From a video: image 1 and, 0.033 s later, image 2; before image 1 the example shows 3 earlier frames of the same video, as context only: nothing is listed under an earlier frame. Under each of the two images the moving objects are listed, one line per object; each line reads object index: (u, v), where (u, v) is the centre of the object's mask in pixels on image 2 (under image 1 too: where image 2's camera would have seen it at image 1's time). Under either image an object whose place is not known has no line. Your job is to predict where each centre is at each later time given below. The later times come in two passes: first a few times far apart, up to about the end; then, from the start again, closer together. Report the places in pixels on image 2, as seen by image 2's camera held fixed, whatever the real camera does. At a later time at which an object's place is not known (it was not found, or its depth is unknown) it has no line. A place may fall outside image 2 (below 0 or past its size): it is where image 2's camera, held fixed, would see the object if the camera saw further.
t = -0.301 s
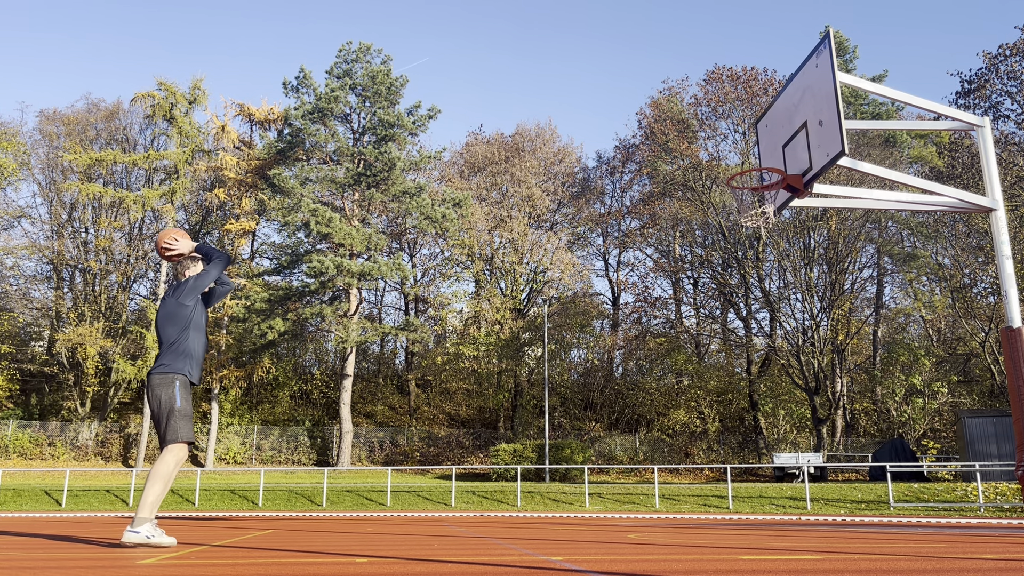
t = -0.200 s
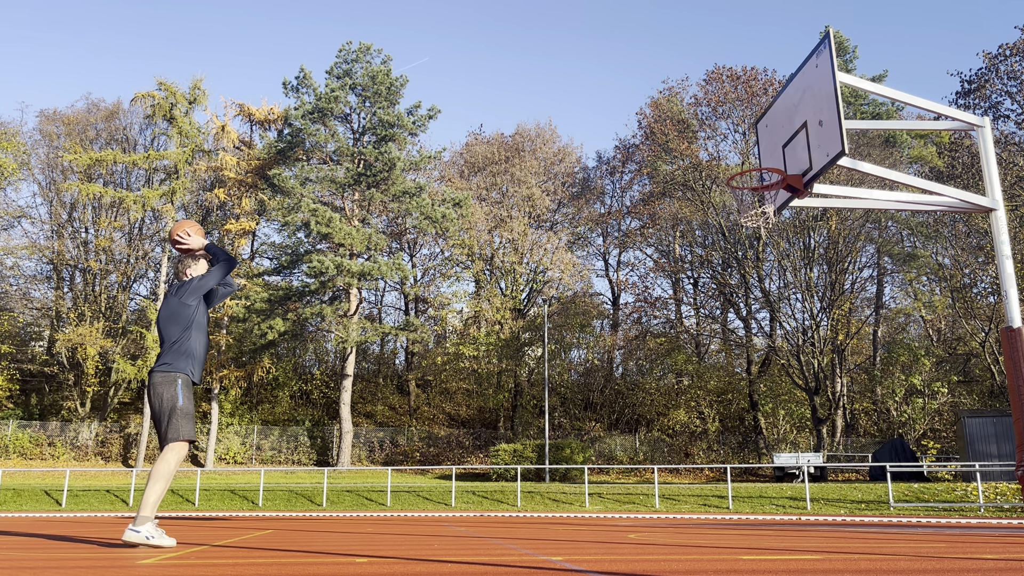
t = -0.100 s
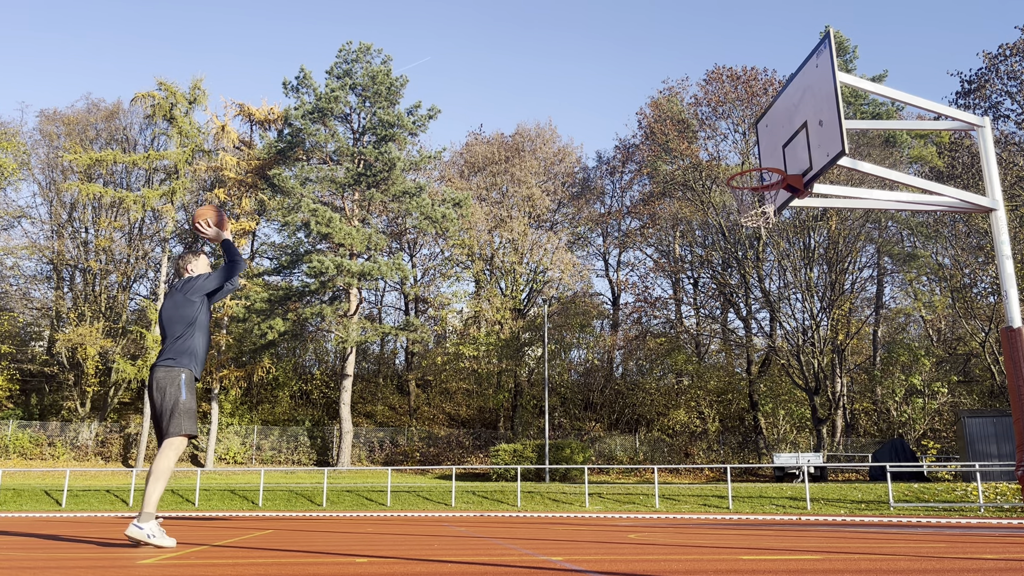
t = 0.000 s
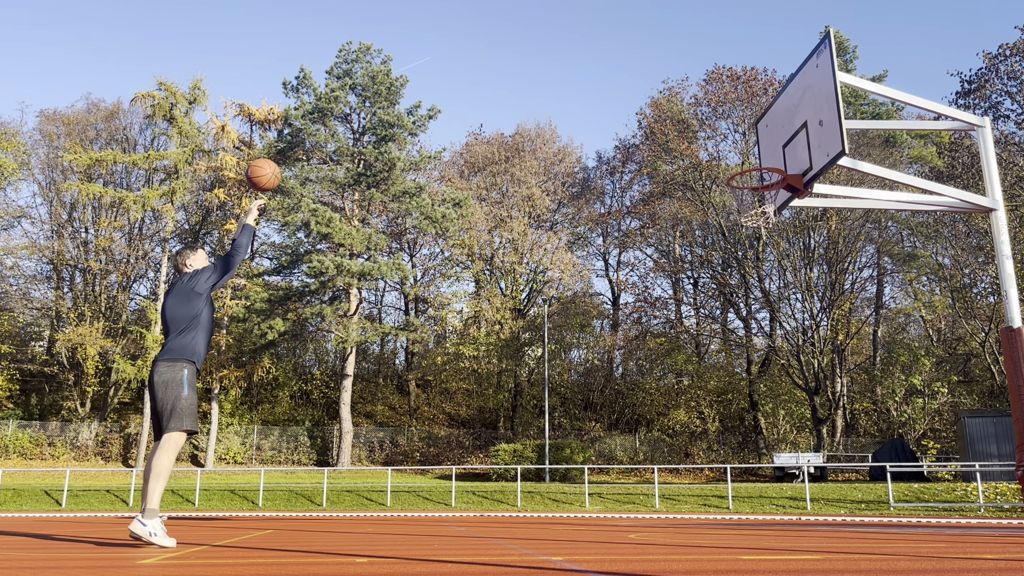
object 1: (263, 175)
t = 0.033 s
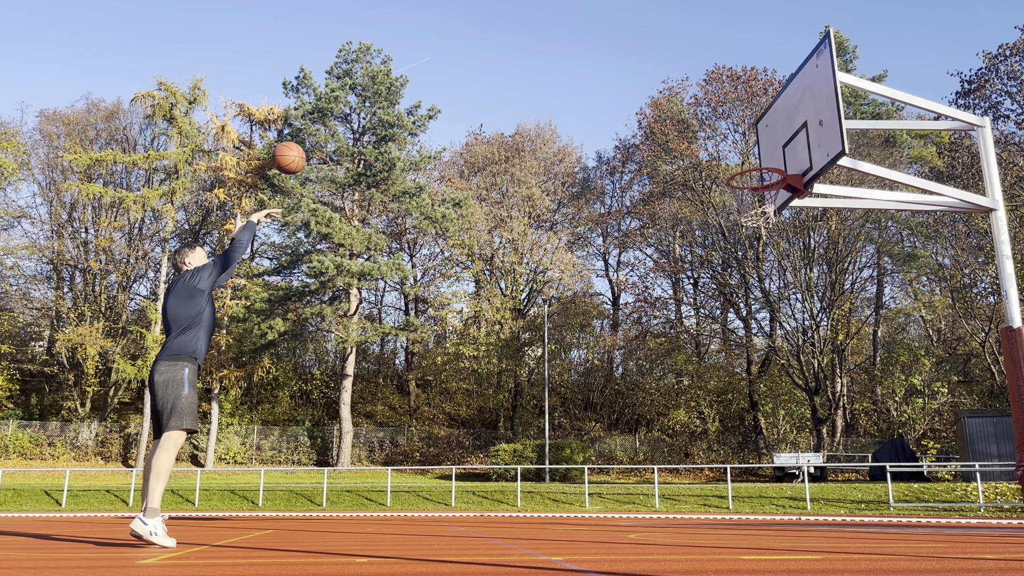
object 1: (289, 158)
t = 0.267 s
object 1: (447, 85)
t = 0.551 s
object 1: (609, 88)
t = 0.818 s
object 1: (747, 163)
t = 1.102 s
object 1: (736, 244)
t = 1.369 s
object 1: (692, 364)
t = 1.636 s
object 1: (647, 489)
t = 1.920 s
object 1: (593, 376)
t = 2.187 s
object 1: (543, 358)
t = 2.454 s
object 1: (491, 433)
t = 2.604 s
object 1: (457, 524)
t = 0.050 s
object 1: (301, 150)
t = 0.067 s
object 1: (313, 143)
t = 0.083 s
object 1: (325, 136)
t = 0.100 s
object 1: (337, 129)
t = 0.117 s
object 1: (349, 123)
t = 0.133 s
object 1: (361, 118)
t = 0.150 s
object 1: (372, 112)
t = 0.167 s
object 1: (383, 107)
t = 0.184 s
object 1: (394, 103)
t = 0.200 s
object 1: (405, 99)
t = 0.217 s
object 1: (416, 95)
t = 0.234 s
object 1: (426, 91)
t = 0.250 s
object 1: (437, 88)
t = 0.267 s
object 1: (447, 85)
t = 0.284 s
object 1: (457, 83)
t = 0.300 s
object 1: (467, 81)
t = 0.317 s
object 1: (477, 79)
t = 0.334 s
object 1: (487, 78)
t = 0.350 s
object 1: (497, 77)
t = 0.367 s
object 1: (507, 76)
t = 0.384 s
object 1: (517, 76)
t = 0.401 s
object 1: (526, 75)
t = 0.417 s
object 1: (536, 76)
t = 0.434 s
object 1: (545, 76)
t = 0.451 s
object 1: (554, 77)
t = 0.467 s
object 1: (564, 78)
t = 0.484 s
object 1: (573, 80)
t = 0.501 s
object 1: (582, 81)
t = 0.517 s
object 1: (591, 83)
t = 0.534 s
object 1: (600, 85)
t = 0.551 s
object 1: (609, 88)
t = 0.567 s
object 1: (618, 91)
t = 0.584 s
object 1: (627, 94)
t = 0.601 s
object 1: (636, 97)
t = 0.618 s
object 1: (645, 100)
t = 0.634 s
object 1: (654, 104)
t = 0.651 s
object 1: (662, 108)
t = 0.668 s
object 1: (671, 112)
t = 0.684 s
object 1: (679, 117)
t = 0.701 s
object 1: (688, 122)
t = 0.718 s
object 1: (696, 127)
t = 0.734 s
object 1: (705, 132)
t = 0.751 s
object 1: (713, 138)
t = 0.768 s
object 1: (721, 144)
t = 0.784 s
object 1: (730, 151)
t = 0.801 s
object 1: (739, 157)
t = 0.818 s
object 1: (747, 163)
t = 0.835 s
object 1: (756, 170)
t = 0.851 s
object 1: (763, 179)
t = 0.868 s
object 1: (771, 185)
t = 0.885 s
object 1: (770, 191)
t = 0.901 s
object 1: (767, 198)
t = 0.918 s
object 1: (768, 207)
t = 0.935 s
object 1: (766, 212)
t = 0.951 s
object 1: (763, 215)
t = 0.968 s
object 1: (759, 216)
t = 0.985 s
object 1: (757, 218)
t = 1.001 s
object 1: (754, 221)
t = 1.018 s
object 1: (751, 224)
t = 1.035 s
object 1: (748, 227)
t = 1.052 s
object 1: (745, 230)
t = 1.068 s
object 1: (742, 235)
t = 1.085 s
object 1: (739, 239)
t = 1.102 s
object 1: (736, 244)
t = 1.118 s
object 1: (734, 249)
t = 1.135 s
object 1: (730, 255)
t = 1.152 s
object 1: (727, 260)
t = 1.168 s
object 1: (724, 266)
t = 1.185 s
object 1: (722, 272)
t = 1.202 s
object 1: (719, 279)
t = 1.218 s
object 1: (716, 286)
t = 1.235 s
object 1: (713, 293)
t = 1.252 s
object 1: (710, 301)
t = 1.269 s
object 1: (708, 309)
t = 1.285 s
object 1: (705, 317)
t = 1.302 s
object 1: (702, 326)
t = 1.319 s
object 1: (700, 335)
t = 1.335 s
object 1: (697, 344)
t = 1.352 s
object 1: (694, 353)
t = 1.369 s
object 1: (692, 364)
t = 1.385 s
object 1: (688, 374)
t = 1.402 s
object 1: (686, 385)
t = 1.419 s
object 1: (685, 395)
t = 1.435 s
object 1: (681, 408)
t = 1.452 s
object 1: (678, 420)
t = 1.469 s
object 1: (675, 432)
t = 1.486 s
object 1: (673, 445)
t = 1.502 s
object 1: (670, 458)
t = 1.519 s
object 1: (668, 472)
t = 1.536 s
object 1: (665, 486)
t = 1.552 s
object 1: (662, 501)
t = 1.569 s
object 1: (660, 516)
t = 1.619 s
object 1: (650, 499)
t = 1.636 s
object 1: (647, 489)
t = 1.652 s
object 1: (643, 480)
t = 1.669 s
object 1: (640, 470)
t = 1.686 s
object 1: (637, 462)
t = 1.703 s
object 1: (633, 453)
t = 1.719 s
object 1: (630, 446)
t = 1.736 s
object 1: (627, 438)
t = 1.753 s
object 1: (624, 430)
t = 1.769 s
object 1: (621, 423)
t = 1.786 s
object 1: (617, 417)
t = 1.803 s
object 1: (614, 411)
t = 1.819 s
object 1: (611, 405)
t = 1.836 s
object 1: (608, 399)
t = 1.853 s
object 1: (605, 394)
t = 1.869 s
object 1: (602, 389)
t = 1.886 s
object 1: (599, 384)
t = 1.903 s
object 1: (595, 380)
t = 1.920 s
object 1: (593, 376)
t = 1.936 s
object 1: (590, 373)
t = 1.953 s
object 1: (586, 369)
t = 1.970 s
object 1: (583, 366)
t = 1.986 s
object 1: (580, 364)
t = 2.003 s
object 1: (577, 361)
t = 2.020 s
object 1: (574, 360)
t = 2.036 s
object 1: (571, 358)
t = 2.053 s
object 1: (568, 356)
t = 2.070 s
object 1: (565, 356)
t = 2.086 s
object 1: (562, 355)
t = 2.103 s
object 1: (559, 355)
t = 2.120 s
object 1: (556, 355)
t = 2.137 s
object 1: (553, 355)
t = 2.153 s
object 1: (550, 356)
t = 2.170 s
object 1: (546, 357)
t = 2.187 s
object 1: (543, 358)
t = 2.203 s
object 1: (540, 360)
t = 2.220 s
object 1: (537, 362)
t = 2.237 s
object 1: (534, 365)
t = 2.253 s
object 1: (530, 368)
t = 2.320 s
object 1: (518, 384)
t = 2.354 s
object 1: (511, 393)
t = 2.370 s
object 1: (507, 399)
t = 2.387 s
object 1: (504, 405)
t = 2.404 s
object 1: (501, 411)
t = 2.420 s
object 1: (498, 418)
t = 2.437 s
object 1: (495, 425)
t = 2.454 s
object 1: (491, 433)
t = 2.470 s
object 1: (487, 441)
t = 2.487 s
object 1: (484, 449)
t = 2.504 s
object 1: (481, 459)
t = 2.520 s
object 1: (477, 468)
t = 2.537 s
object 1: (474, 478)
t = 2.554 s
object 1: (470, 488)
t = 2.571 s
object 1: (467, 499)
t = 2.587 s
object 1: (460, 512)
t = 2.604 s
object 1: (457, 524)
